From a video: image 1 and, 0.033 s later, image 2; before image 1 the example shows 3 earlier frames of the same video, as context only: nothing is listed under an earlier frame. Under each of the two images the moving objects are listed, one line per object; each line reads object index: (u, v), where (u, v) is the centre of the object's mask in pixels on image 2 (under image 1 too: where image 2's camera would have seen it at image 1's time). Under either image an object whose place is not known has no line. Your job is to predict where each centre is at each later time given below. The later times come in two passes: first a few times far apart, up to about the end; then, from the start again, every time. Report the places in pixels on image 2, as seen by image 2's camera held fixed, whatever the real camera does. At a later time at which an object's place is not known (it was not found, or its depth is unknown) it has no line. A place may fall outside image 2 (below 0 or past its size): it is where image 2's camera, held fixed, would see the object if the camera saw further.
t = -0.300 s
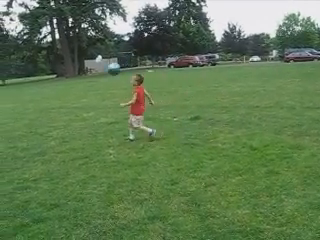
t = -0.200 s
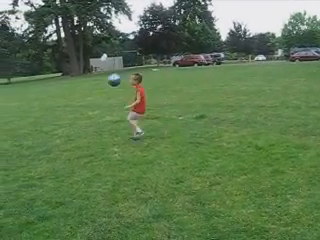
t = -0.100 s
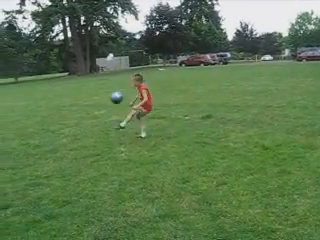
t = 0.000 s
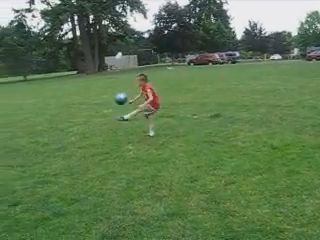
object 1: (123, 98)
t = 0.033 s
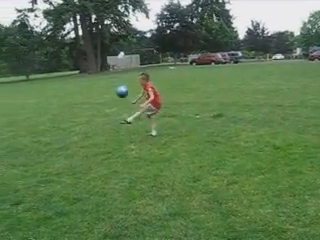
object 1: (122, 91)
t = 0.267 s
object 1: (115, 63)
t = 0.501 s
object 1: (111, 68)
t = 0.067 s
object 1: (121, 85)
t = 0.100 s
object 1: (120, 80)
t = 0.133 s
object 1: (119, 75)
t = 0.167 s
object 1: (118, 71)
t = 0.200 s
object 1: (117, 68)
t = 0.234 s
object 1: (116, 65)
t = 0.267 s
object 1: (115, 63)
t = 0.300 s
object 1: (114, 62)
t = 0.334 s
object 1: (114, 62)
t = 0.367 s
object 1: (113, 61)
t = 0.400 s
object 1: (113, 62)
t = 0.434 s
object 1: (113, 62)
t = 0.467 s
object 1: (112, 65)
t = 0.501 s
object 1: (111, 68)
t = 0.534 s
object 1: (111, 71)
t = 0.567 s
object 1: (110, 75)
